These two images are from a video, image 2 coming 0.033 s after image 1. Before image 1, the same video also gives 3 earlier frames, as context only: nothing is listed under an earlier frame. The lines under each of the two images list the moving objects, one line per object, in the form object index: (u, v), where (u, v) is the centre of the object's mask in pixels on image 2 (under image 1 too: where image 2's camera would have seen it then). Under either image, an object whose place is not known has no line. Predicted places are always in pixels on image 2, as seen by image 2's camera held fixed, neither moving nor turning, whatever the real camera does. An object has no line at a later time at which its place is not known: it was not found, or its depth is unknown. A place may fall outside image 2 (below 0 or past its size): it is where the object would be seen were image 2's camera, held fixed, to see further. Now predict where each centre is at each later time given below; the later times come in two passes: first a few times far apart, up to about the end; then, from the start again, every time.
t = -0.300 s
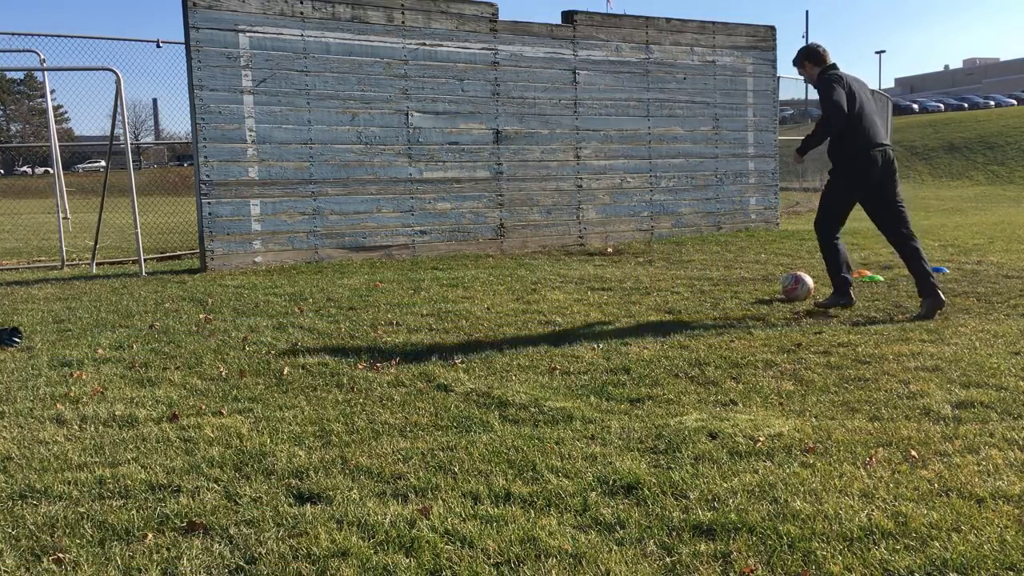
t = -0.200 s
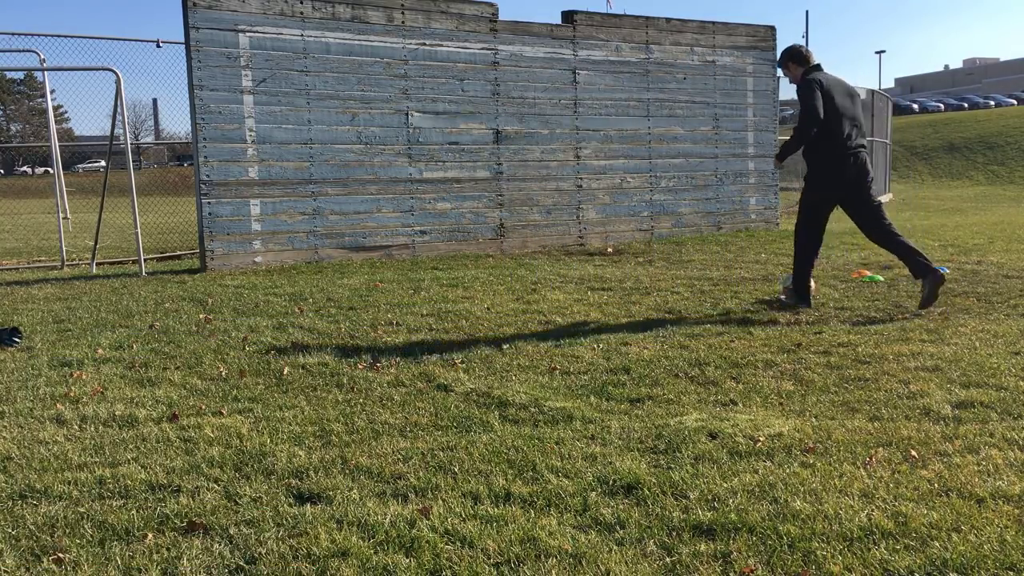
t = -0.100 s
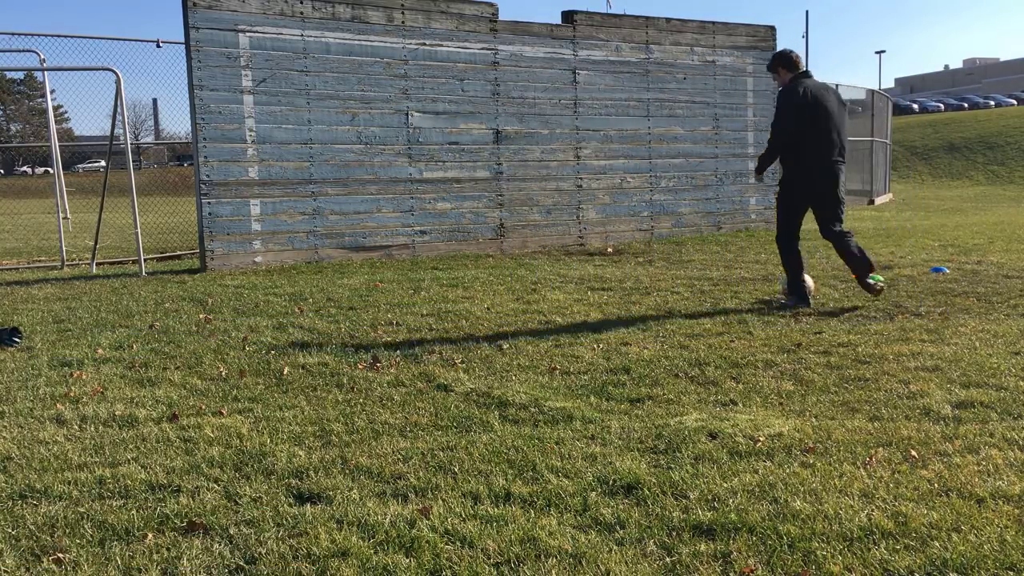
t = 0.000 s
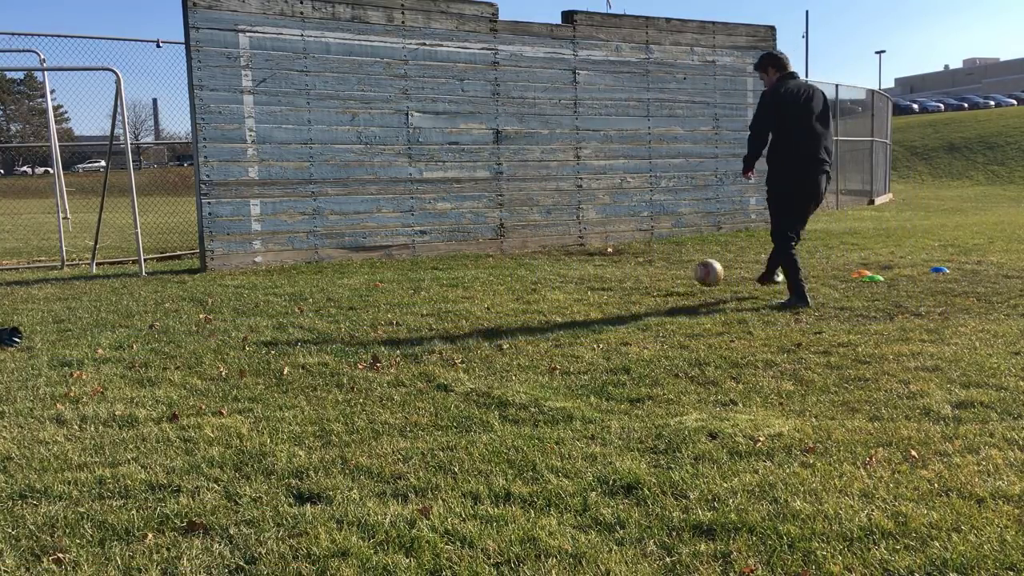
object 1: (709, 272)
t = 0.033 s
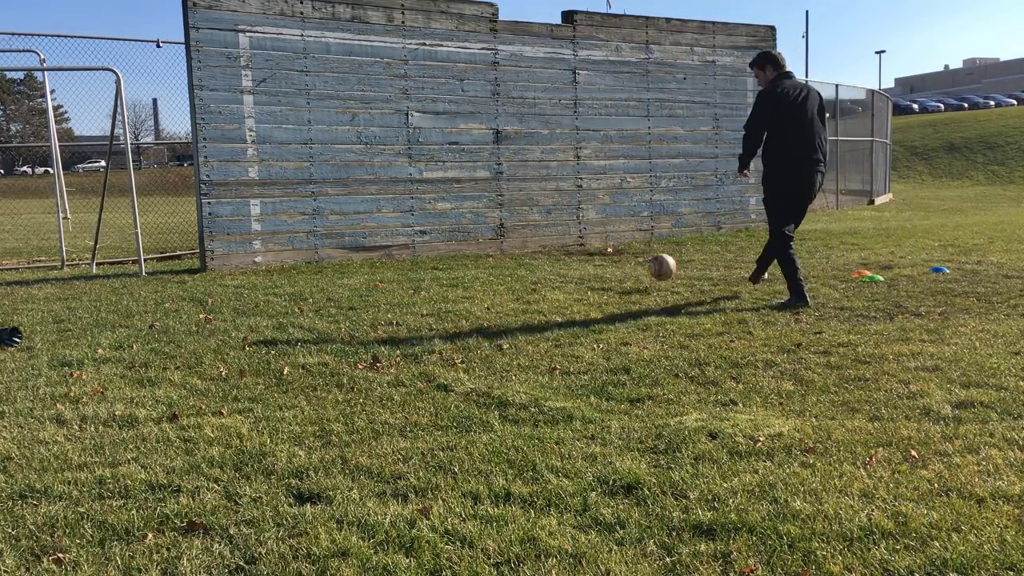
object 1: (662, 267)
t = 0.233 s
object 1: (456, 262)
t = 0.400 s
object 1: (372, 216)
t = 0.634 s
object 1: (420, 180)
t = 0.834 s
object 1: (473, 188)
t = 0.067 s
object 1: (619, 262)
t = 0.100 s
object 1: (580, 260)
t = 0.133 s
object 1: (545, 259)
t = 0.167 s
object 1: (513, 260)
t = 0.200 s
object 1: (483, 262)
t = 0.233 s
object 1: (456, 262)
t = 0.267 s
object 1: (434, 251)
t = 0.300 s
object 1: (413, 240)
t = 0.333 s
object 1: (394, 232)
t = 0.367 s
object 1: (376, 223)
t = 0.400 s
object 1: (372, 216)
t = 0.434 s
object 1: (378, 208)
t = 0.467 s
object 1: (385, 202)
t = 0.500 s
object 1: (391, 196)
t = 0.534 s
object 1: (399, 190)
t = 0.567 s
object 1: (406, 186)
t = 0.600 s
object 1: (413, 183)
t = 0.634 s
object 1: (420, 180)
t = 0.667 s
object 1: (429, 178)
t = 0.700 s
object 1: (437, 178)
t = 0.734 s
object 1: (446, 179)
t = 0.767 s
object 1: (454, 181)
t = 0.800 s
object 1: (464, 183)
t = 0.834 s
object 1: (473, 188)
